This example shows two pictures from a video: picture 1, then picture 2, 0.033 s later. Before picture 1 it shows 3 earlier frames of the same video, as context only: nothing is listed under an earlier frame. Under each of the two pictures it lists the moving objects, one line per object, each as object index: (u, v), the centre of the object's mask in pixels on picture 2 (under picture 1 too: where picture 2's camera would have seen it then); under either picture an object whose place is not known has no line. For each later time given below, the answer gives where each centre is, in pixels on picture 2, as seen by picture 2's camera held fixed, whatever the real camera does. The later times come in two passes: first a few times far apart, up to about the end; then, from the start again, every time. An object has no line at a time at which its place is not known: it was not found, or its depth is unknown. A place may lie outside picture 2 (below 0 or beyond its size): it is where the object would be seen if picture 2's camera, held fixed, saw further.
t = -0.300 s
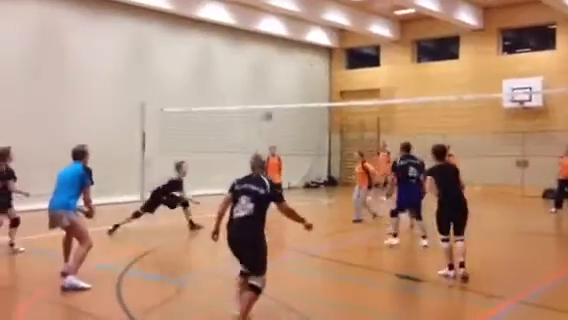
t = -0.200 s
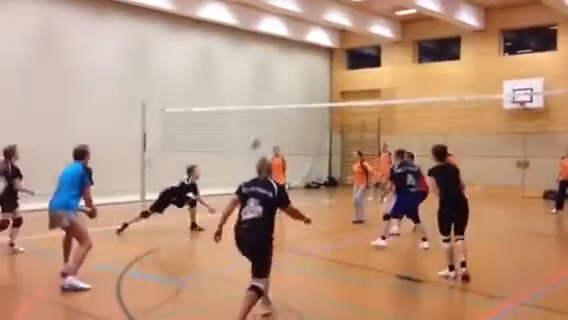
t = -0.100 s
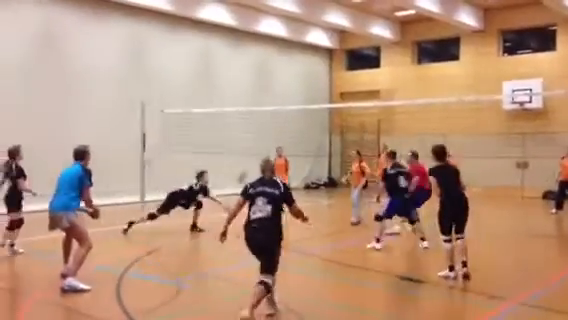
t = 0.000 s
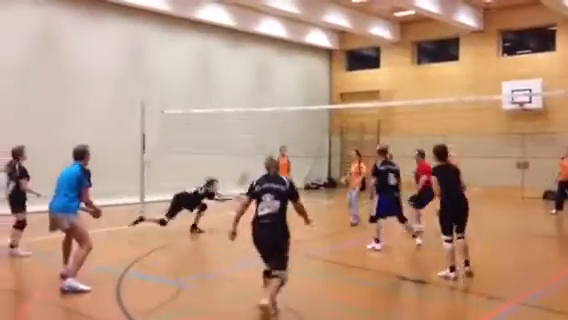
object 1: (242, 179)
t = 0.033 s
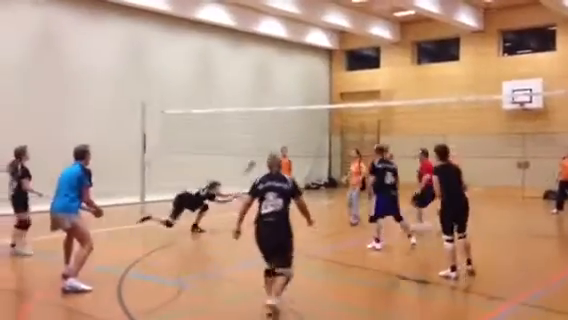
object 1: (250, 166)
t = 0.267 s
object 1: (289, 87)
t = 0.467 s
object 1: (327, 34)
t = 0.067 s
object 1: (254, 154)
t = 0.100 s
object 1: (260, 143)
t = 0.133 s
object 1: (266, 131)
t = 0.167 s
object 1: (273, 118)
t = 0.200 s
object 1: (278, 107)
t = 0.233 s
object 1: (283, 98)
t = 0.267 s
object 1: (289, 87)
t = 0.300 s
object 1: (296, 74)
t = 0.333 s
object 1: (301, 66)
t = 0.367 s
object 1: (308, 55)
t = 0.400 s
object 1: (309, 48)
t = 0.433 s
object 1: (321, 41)
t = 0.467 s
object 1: (327, 34)
